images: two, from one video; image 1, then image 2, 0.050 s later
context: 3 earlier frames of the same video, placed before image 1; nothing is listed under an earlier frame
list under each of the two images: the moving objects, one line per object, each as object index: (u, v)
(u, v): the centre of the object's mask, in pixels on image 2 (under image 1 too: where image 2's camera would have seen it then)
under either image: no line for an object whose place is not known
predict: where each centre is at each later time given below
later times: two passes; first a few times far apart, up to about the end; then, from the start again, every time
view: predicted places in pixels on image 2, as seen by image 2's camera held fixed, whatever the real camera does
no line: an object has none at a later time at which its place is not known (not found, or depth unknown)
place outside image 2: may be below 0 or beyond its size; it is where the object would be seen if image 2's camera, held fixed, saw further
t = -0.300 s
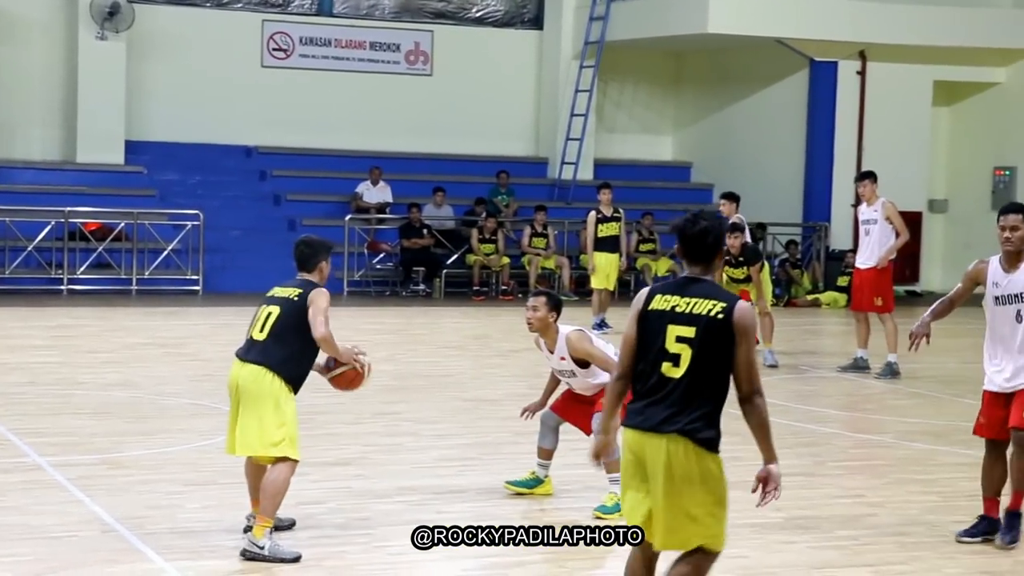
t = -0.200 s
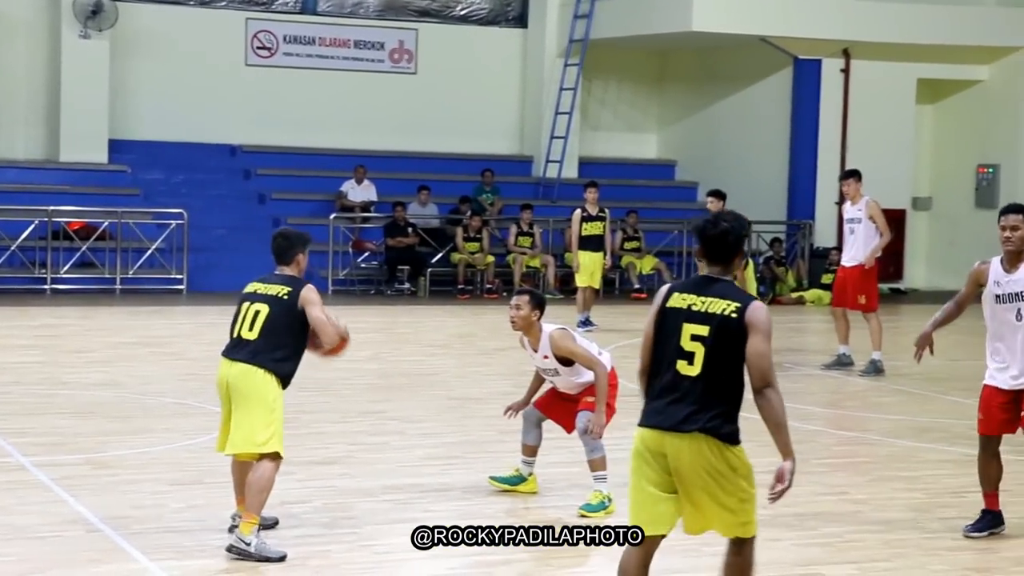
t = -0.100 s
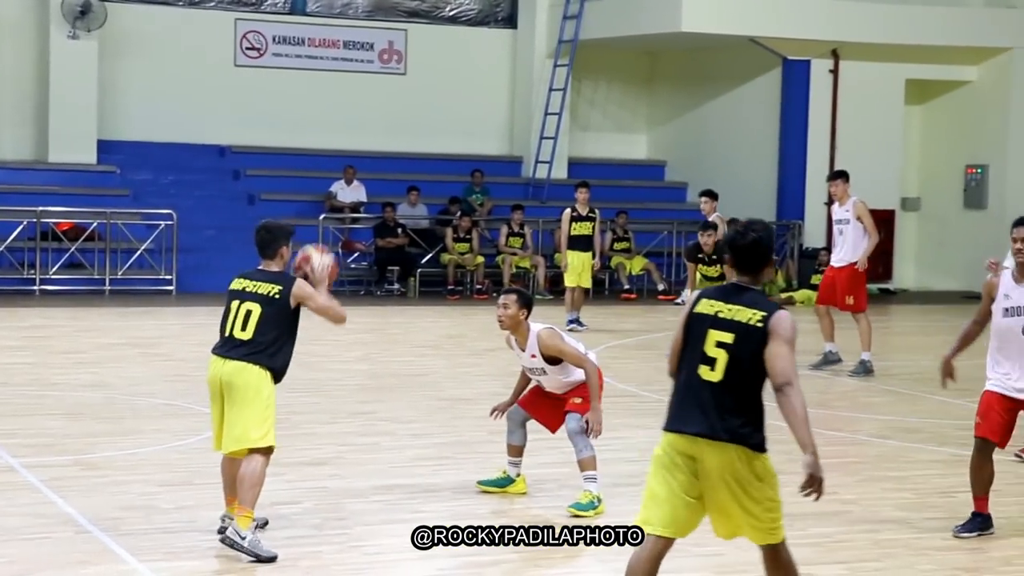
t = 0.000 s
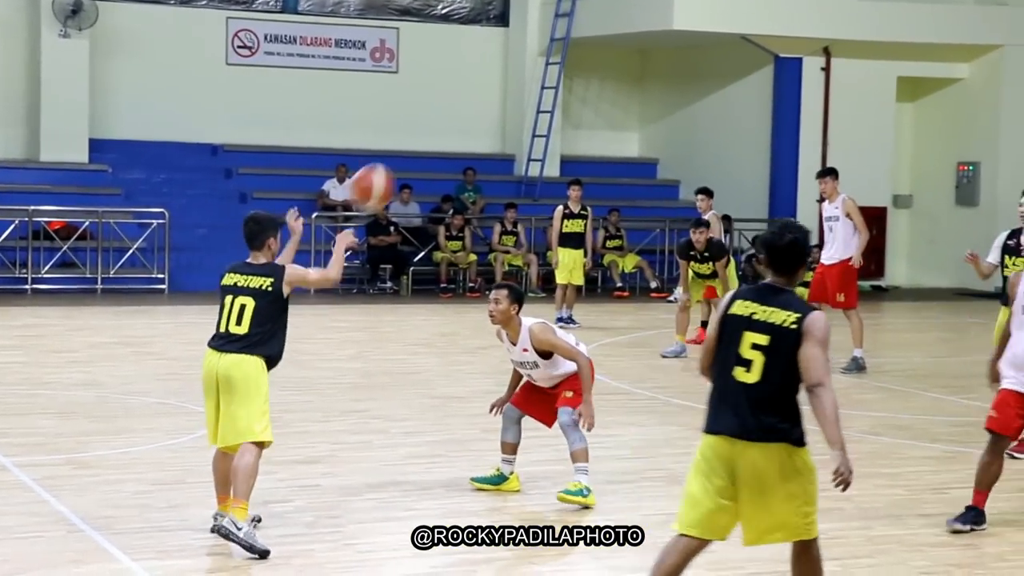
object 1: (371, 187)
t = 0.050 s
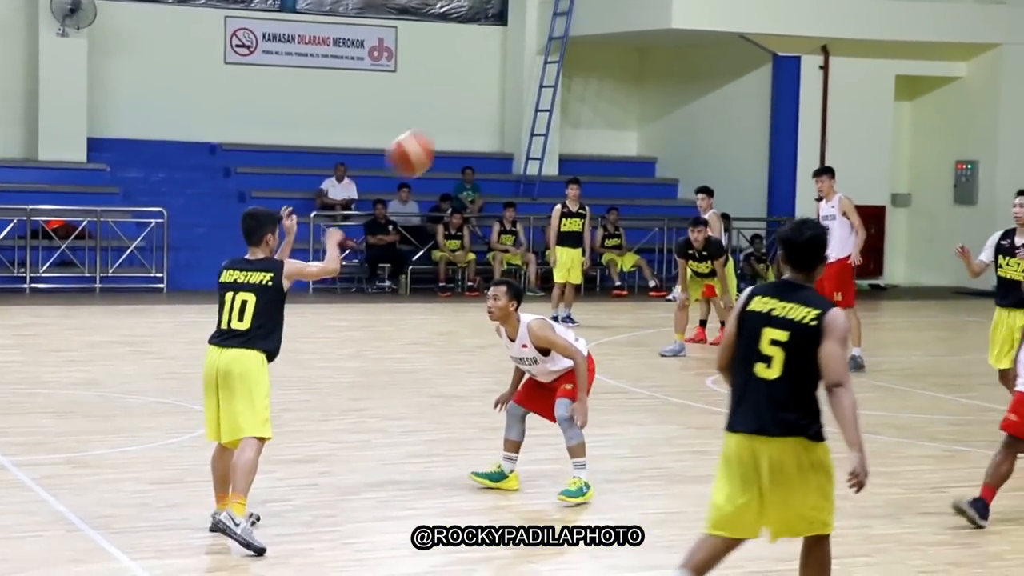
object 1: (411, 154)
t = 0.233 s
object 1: (555, 69)
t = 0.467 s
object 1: (712, 48)
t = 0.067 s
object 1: (425, 143)
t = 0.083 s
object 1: (439, 133)
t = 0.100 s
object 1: (453, 123)
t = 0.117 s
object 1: (467, 115)
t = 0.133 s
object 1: (480, 108)
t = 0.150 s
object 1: (493, 98)
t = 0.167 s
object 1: (506, 92)
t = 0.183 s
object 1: (518, 86)
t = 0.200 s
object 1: (530, 79)
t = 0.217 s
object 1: (543, 74)
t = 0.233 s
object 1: (555, 69)
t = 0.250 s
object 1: (567, 63)
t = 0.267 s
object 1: (578, 60)
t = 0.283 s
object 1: (590, 57)
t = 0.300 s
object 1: (602, 54)
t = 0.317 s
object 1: (613, 52)
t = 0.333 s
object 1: (625, 50)
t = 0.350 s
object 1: (636, 48)
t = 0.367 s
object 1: (647, 47)
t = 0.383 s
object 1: (658, 47)
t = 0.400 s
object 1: (669, 46)
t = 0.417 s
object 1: (680, 46)
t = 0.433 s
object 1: (691, 46)
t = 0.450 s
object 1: (702, 46)
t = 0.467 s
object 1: (712, 48)
